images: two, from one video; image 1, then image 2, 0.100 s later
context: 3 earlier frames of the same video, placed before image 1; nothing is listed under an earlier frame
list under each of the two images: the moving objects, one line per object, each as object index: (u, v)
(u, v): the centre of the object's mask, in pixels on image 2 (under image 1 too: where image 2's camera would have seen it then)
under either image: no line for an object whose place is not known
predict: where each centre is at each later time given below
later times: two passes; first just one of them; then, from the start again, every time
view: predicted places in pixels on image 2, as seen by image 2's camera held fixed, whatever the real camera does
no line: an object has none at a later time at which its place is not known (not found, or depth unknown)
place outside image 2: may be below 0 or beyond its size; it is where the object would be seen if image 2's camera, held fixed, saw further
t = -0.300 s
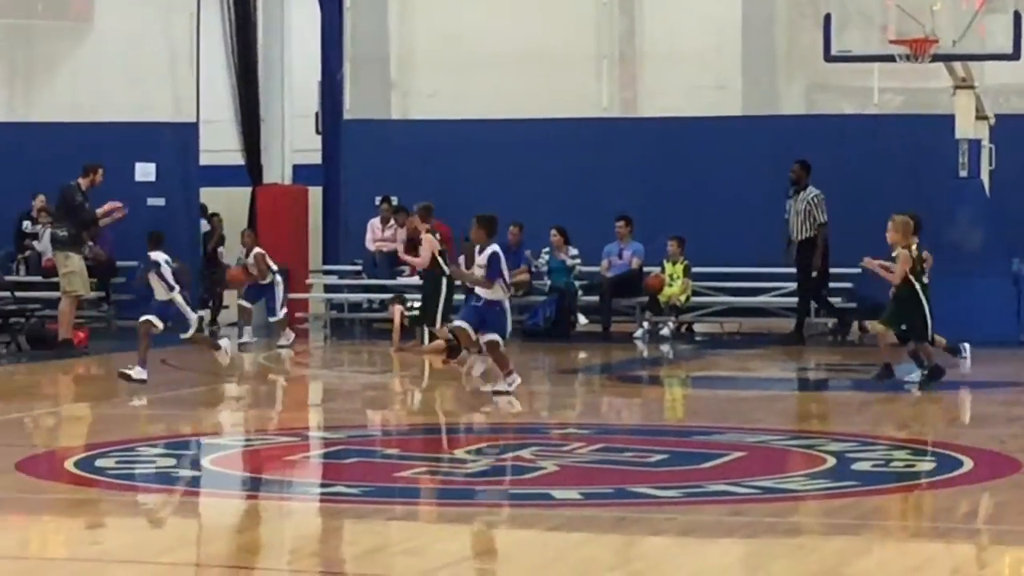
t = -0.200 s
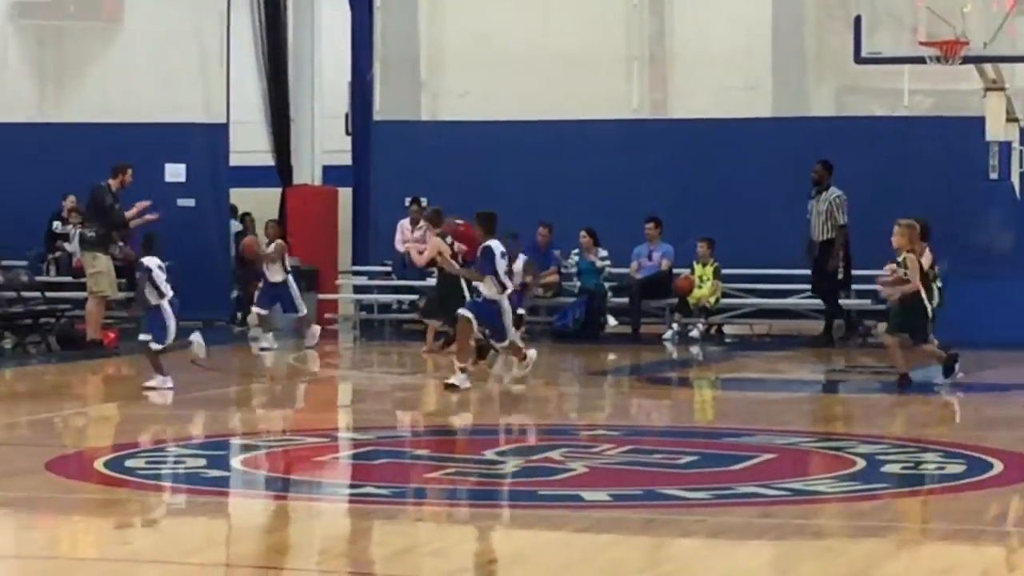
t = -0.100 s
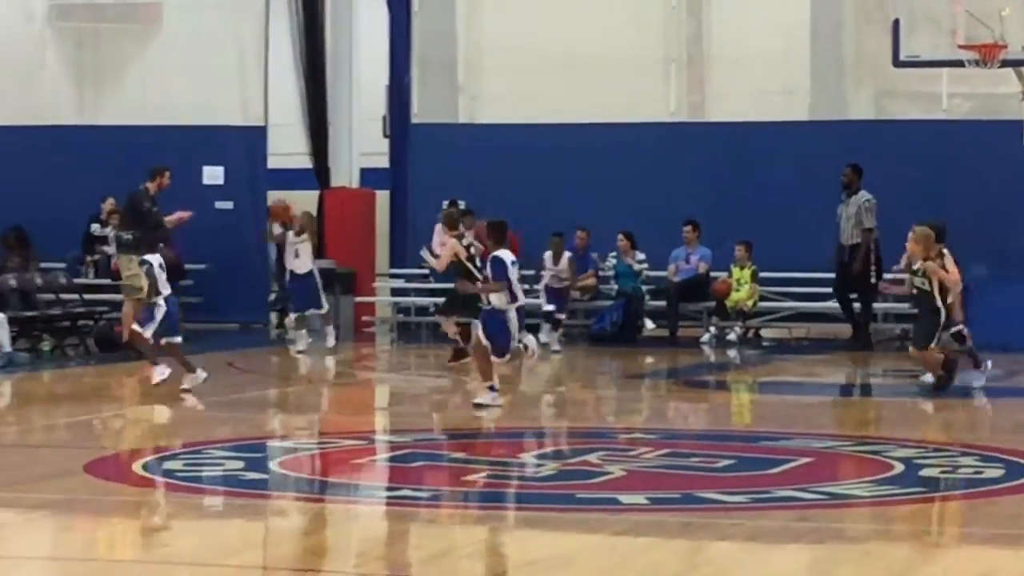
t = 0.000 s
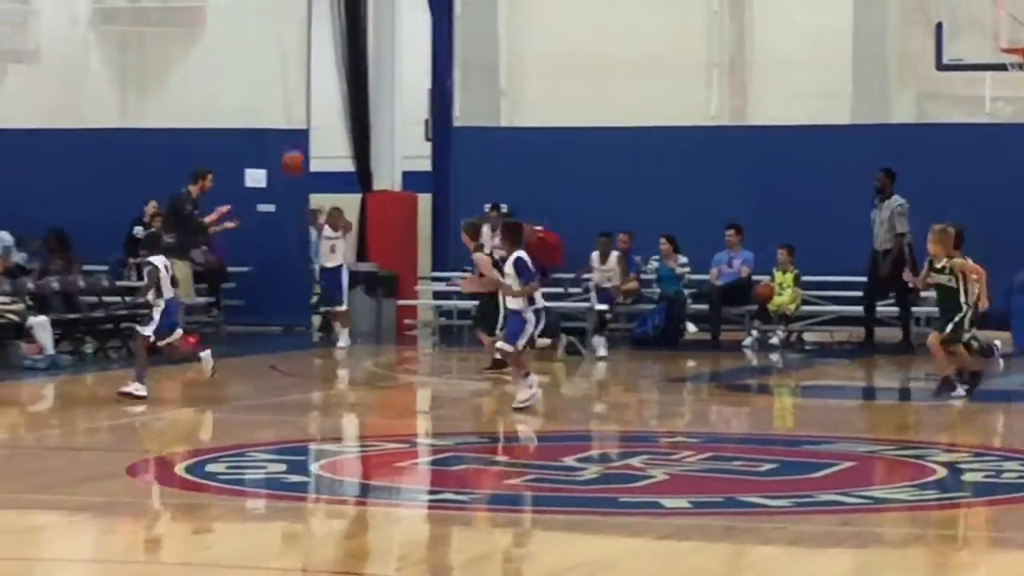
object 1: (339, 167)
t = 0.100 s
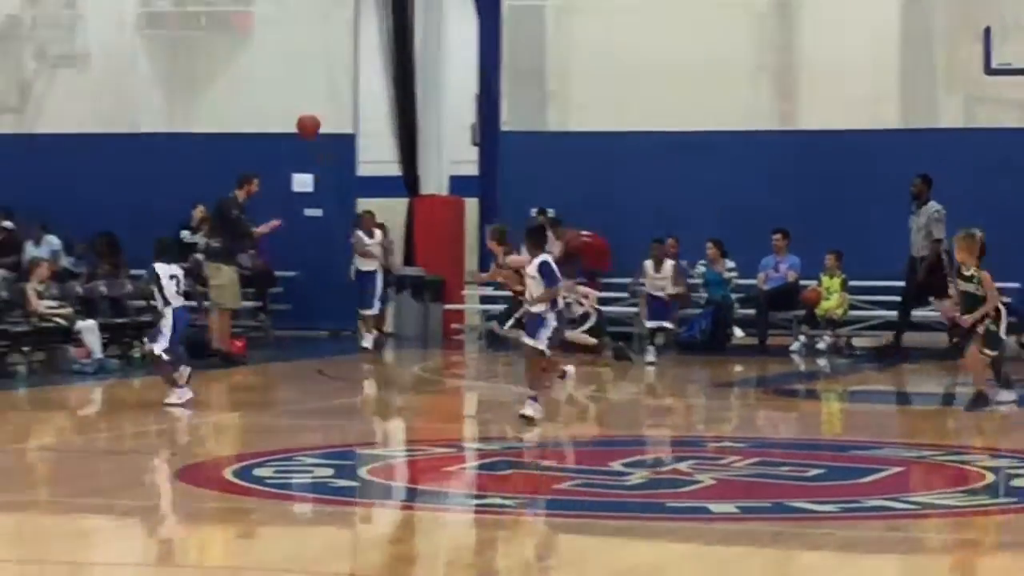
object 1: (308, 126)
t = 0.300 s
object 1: (242, 66)
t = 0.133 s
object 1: (297, 113)
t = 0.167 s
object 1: (287, 102)
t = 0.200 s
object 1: (276, 91)
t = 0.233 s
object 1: (264, 82)
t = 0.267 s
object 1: (253, 73)
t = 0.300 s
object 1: (242, 66)
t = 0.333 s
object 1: (230, 59)
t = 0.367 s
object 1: (218, 54)
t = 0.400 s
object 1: (206, 50)
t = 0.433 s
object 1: (193, 47)
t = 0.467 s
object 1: (181, 46)
